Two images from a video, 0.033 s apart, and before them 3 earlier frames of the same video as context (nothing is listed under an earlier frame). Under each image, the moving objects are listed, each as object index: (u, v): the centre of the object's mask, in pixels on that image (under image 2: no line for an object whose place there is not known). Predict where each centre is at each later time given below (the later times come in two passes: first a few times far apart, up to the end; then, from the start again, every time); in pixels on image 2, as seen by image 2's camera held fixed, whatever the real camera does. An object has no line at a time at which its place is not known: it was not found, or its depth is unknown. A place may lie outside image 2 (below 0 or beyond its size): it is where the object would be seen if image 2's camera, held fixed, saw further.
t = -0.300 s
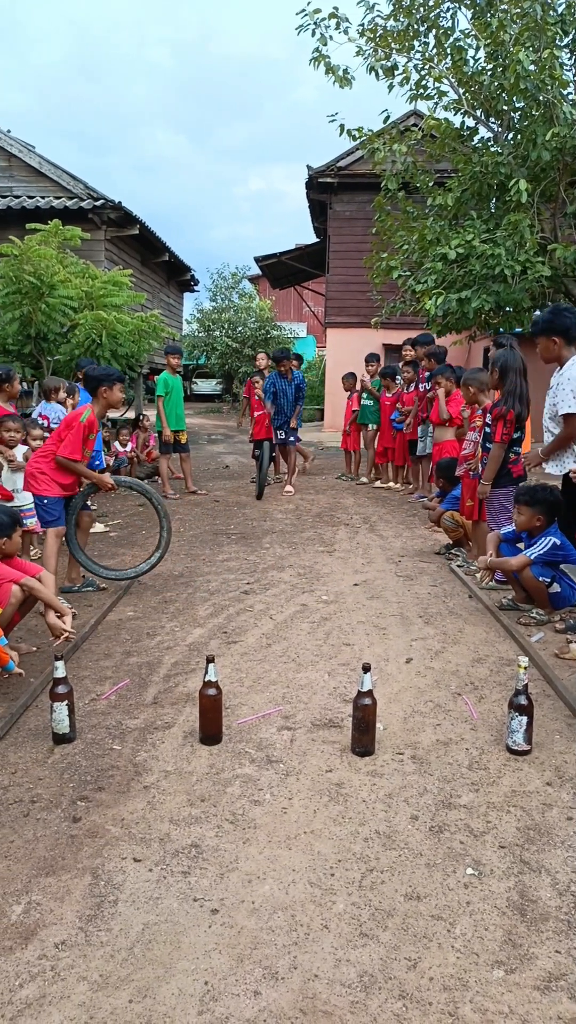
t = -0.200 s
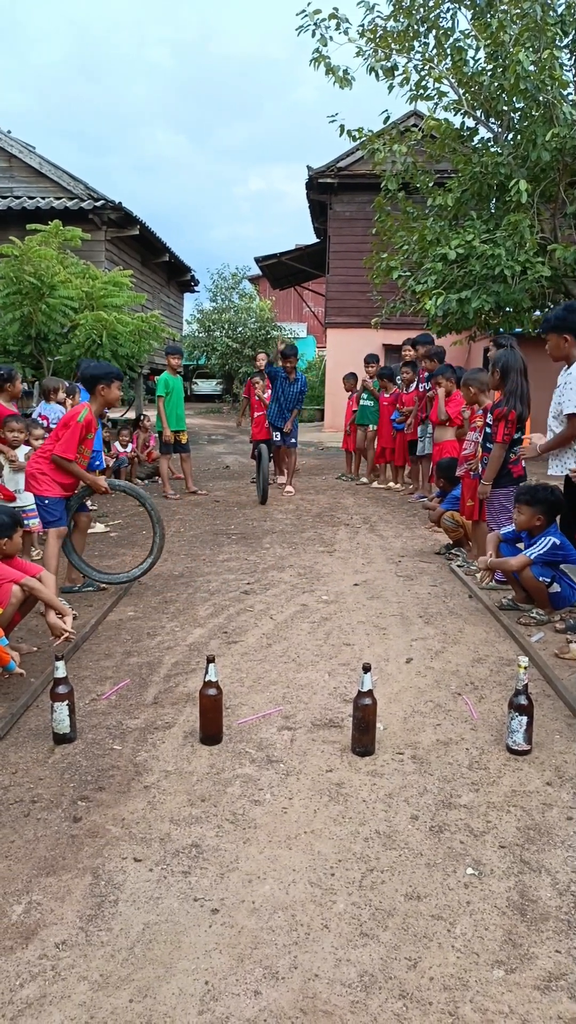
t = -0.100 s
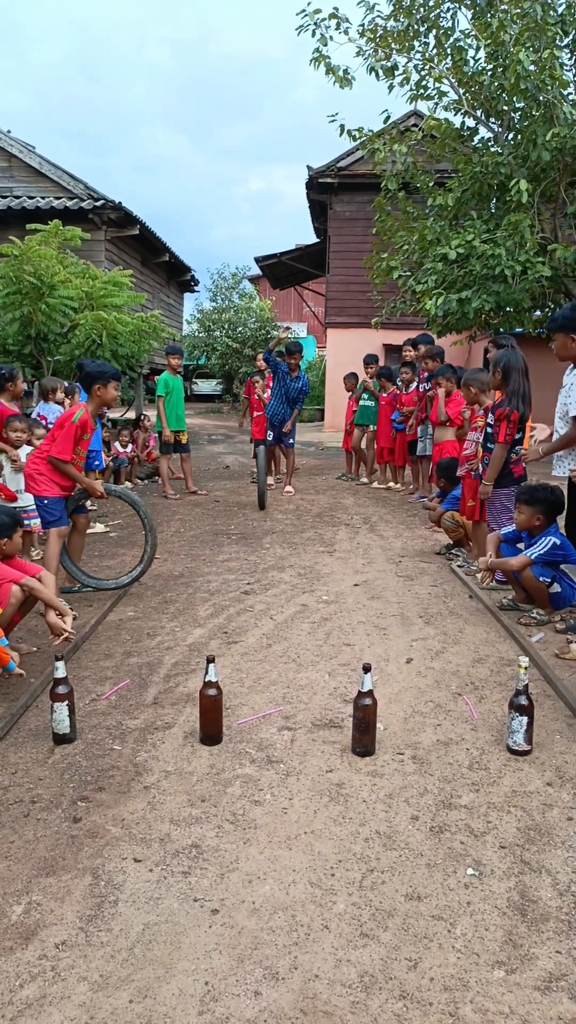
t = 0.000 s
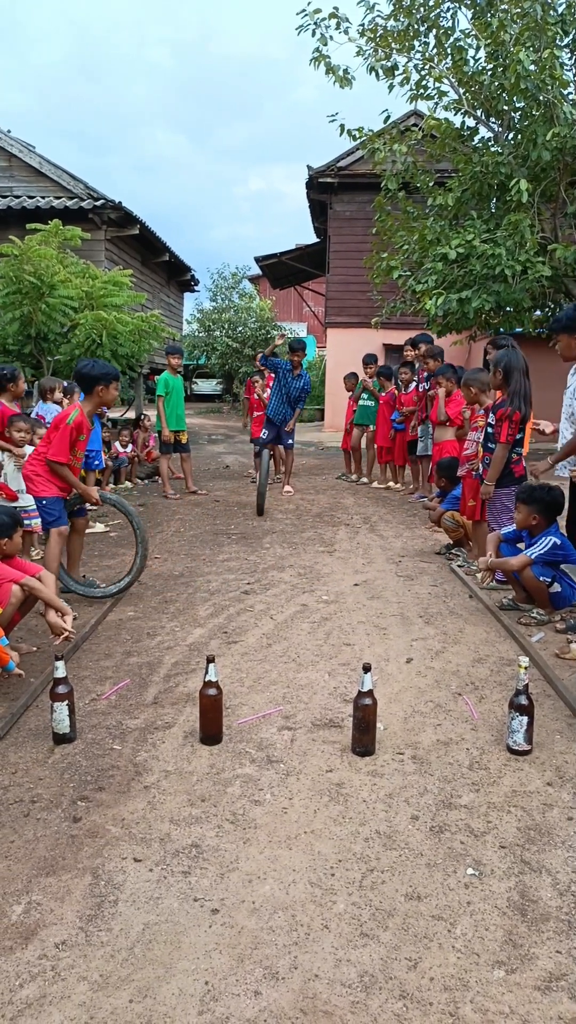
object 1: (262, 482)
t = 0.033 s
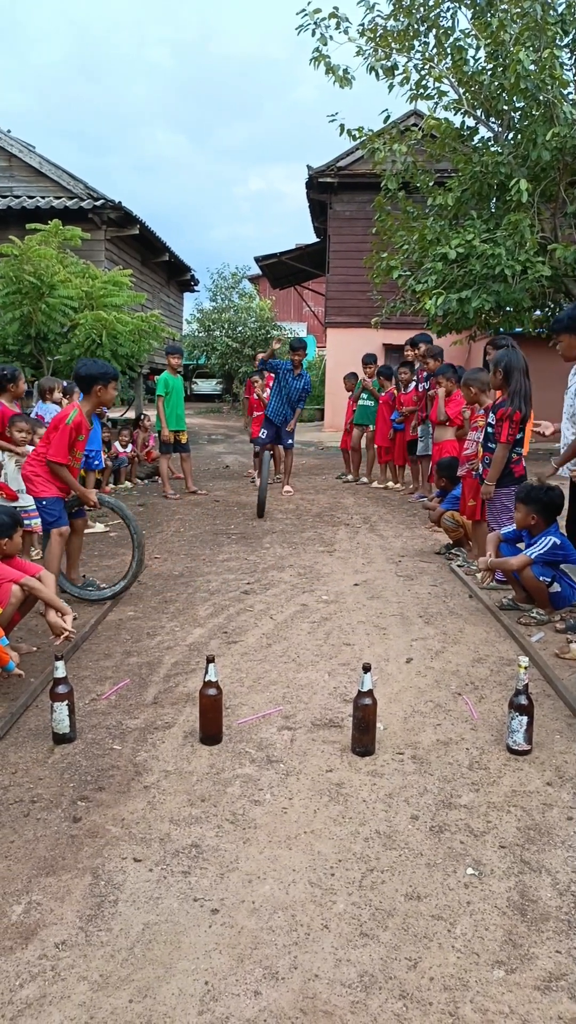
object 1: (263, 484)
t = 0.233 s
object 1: (263, 494)
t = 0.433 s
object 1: (265, 508)
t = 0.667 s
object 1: (268, 527)
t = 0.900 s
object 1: (274, 549)
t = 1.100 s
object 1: (281, 574)
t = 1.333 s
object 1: (291, 619)
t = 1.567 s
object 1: (310, 695)
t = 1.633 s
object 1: (318, 727)
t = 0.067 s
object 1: (264, 484)
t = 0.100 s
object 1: (264, 487)
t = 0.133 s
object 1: (264, 489)
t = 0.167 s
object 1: (264, 491)
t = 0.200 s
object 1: (263, 493)
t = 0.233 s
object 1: (263, 494)
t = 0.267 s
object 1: (263, 496)
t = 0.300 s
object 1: (263, 499)
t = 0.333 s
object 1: (263, 500)
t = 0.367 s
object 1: (264, 502)
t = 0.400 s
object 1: (264, 505)
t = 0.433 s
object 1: (265, 508)
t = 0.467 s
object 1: (266, 509)
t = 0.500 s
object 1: (267, 511)
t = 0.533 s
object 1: (267, 515)
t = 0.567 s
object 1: (268, 519)
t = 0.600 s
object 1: (268, 520)
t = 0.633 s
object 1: (268, 523)
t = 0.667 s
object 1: (268, 527)
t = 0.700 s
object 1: (269, 530)
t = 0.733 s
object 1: (270, 531)
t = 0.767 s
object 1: (271, 536)
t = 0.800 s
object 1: (272, 539)
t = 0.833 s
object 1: (273, 542)
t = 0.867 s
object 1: (274, 546)
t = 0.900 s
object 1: (274, 549)
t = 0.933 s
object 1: (275, 552)
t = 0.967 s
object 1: (276, 555)
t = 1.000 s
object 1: (278, 560)
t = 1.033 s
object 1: (279, 563)
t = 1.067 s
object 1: (280, 568)
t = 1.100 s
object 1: (281, 574)
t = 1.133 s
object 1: (282, 582)
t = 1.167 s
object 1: (284, 586)
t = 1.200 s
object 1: (285, 591)
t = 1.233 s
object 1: (287, 598)
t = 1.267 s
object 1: (288, 605)
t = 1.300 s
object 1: (290, 612)
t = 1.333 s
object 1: (291, 619)
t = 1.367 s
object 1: (293, 628)
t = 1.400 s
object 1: (295, 638)
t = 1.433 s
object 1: (297, 648)
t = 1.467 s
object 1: (300, 658)
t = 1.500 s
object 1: (303, 670)
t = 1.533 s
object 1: (306, 680)
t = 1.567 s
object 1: (310, 695)
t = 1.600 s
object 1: (314, 711)
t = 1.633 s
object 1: (318, 727)
